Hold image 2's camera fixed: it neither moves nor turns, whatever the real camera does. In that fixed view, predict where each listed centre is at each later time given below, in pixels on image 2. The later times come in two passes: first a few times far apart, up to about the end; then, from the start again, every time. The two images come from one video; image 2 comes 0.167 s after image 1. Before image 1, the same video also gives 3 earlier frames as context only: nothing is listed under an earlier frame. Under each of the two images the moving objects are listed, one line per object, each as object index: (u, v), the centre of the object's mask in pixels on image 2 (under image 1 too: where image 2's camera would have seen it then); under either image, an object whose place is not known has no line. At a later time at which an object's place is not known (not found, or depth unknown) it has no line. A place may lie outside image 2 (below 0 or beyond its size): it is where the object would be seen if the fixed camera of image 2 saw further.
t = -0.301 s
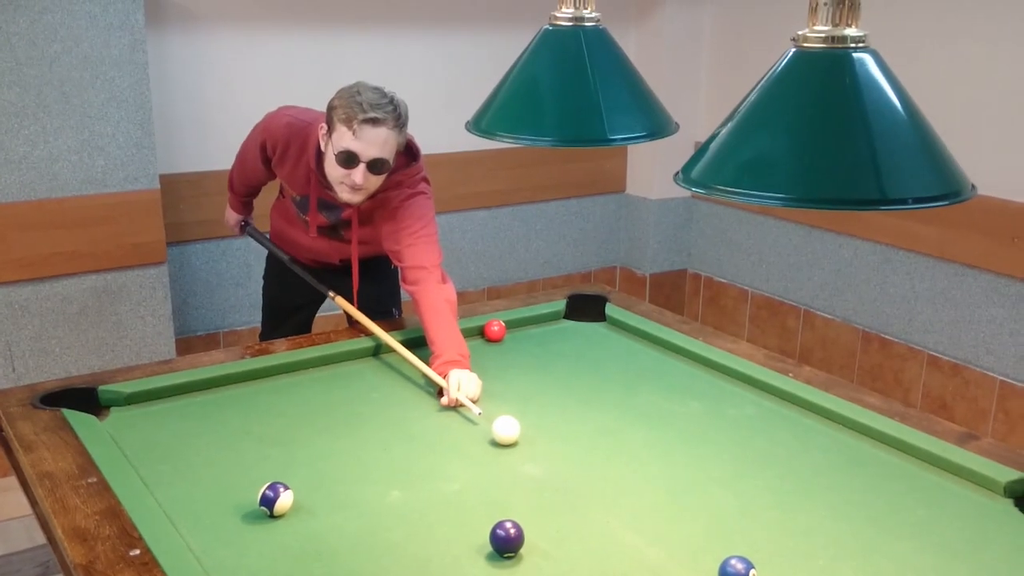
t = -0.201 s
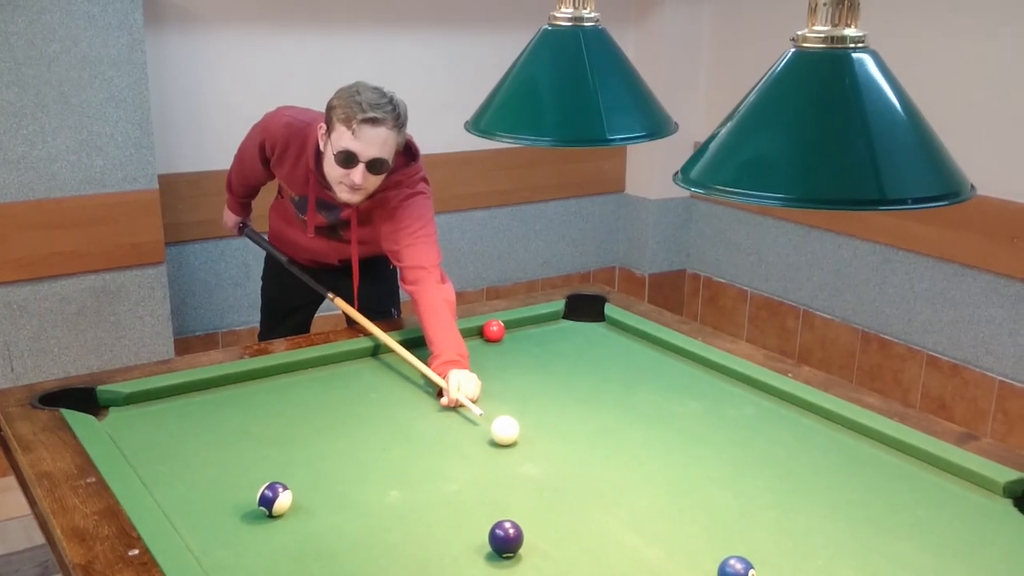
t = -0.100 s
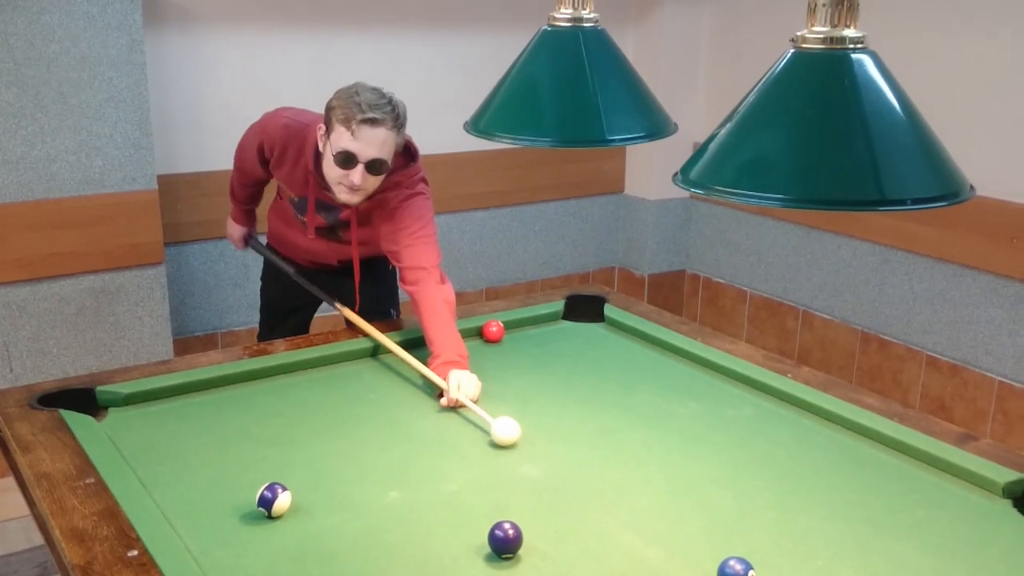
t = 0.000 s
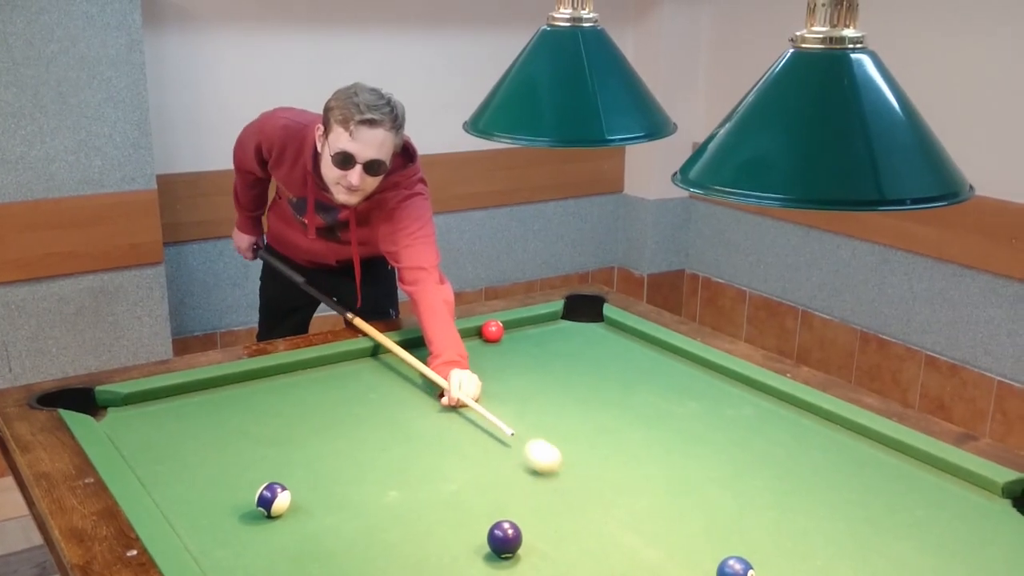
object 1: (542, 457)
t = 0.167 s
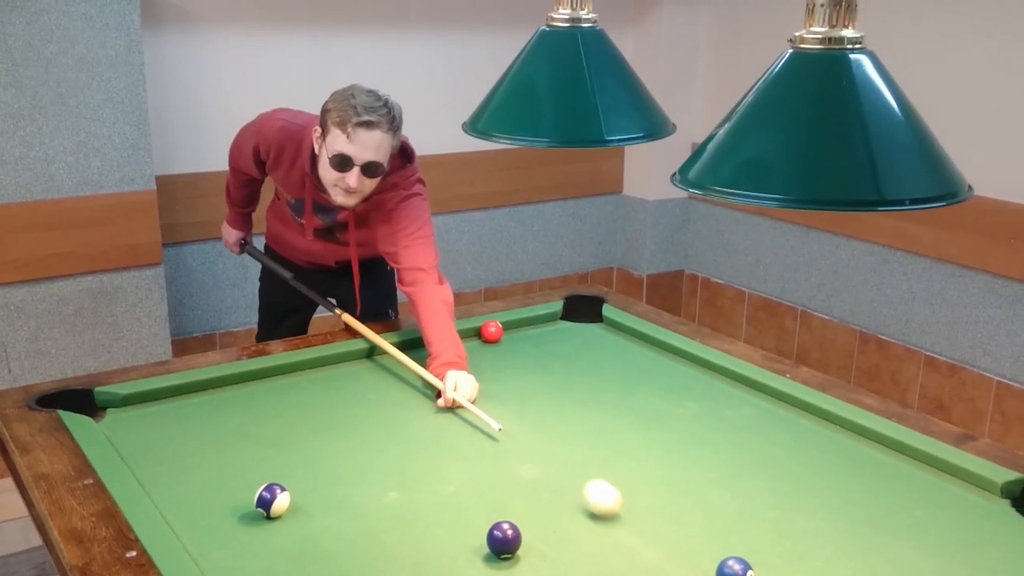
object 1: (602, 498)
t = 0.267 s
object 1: (641, 525)
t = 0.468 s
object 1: (692, 566)
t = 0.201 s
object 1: (614, 507)
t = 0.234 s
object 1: (627, 515)
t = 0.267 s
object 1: (641, 525)
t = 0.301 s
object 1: (655, 534)
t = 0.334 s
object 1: (668, 544)
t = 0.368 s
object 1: (684, 554)
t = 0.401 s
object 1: (695, 560)
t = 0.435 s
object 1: (694, 563)
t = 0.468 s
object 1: (692, 566)
